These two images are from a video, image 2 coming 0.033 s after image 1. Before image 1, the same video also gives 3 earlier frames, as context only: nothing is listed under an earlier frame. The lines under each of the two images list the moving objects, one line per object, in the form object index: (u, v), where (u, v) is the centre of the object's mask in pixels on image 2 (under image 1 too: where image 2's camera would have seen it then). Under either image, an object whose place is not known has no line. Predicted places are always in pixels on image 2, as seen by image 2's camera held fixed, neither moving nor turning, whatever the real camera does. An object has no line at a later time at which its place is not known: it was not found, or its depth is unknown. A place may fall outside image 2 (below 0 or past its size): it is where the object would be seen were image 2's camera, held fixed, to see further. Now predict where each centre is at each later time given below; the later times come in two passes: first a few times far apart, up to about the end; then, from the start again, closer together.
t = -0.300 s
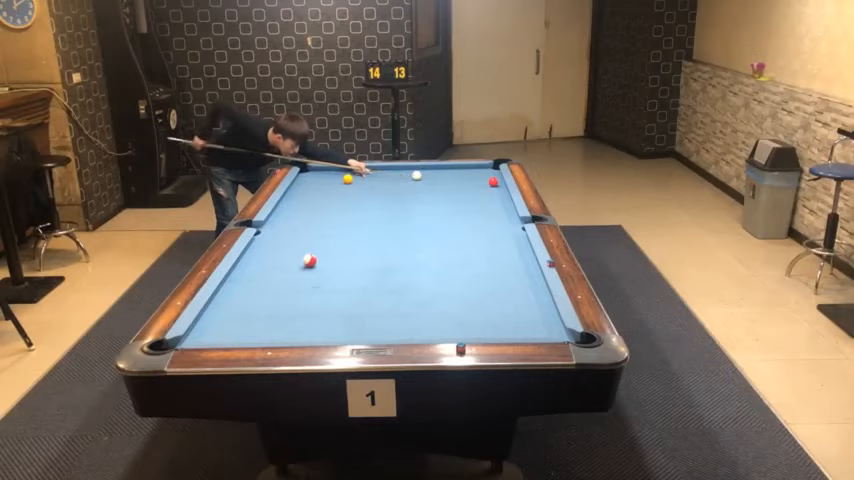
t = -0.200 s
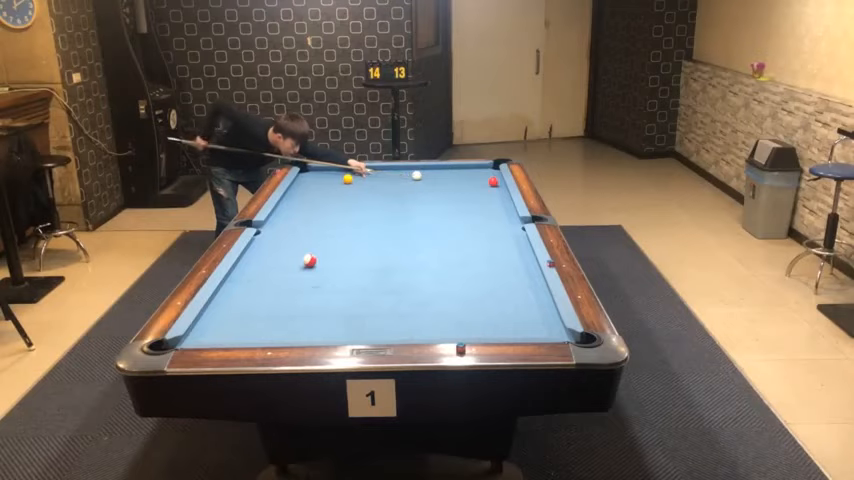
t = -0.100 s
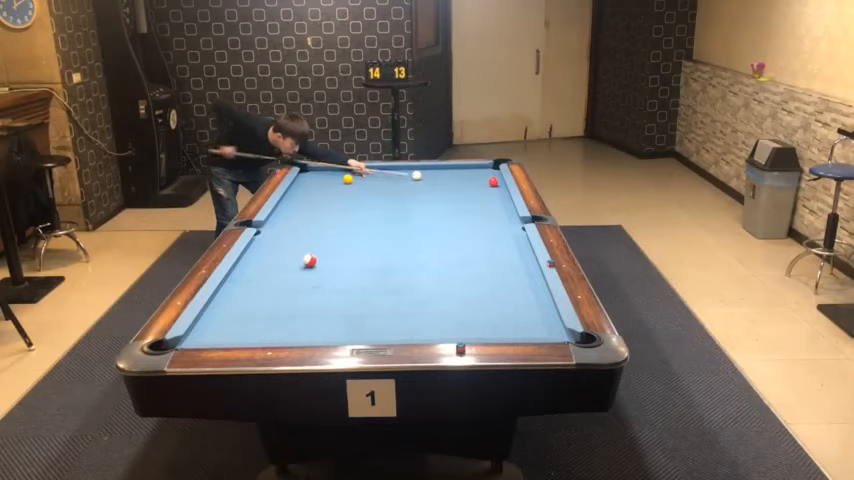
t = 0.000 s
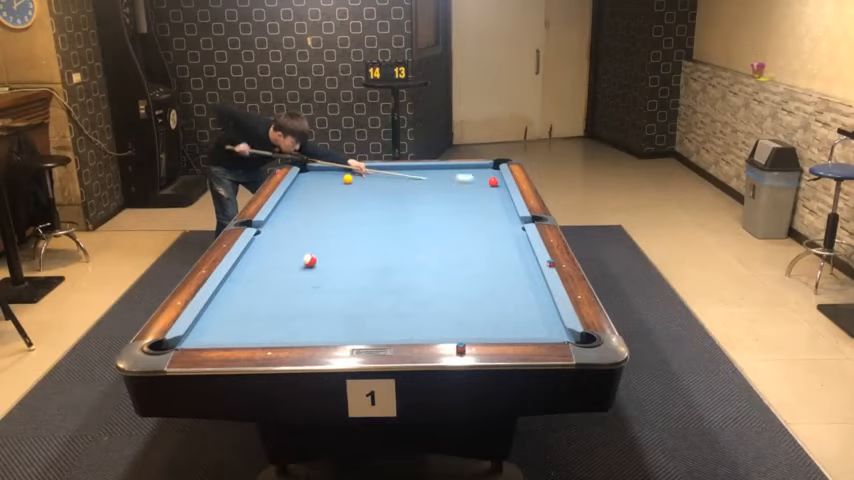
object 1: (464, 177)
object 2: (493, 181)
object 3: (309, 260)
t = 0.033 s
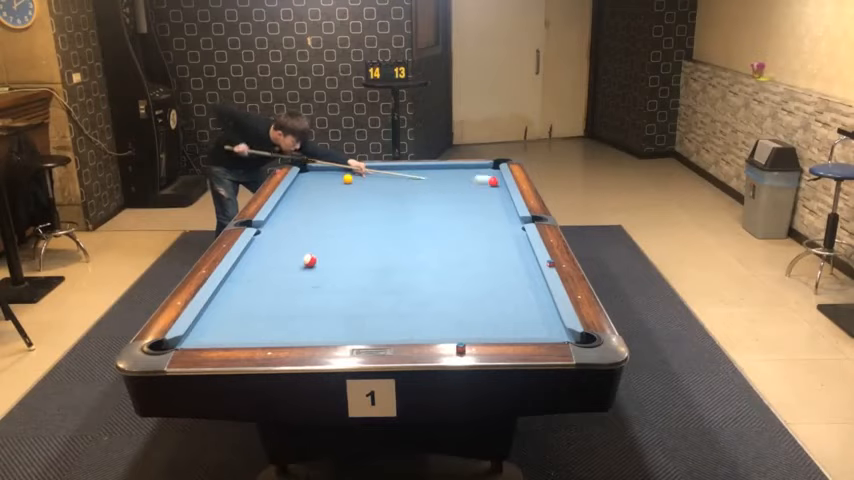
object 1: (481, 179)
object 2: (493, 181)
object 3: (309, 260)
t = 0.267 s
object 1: (468, 171)
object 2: (483, 193)
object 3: (309, 260)
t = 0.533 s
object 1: (431, 167)
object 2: (459, 204)
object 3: (309, 260)
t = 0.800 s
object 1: (395, 173)
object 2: (434, 217)
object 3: (309, 260)
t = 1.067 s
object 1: (359, 178)
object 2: (406, 230)
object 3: (309, 260)
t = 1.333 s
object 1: (337, 186)
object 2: (376, 243)
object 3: (309, 260)
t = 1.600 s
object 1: (314, 194)
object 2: (343, 259)
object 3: (309, 260)
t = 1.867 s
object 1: (290, 202)
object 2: (306, 277)
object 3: (309, 260)
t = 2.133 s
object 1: (282, 210)
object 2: (266, 295)
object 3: (309, 260)
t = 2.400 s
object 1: (289, 218)
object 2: (222, 316)
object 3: (309, 260)
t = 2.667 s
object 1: (296, 227)
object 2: (201, 333)
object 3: (309, 260)
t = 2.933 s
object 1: (302, 235)
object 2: (211, 337)
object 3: (309, 261)
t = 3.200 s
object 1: (308, 243)
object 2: (222, 332)
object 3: (309, 261)
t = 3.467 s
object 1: (315, 251)
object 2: (232, 326)
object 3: (309, 261)
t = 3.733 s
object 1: (327, 260)
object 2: (240, 320)
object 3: (306, 262)
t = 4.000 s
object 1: (342, 265)
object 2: (248, 315)
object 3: (300, 264)
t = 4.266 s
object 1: (357, 270)
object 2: (255, 310)
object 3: (295, 266)
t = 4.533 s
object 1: (371, 275)
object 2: (261, 306)
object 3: (292, 268)
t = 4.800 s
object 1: (385, 280)
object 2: (267, 303)
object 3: (289, 269)
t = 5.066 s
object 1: (398, 285)
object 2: (271, 301)
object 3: (288, 271)
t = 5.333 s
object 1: (411, 290)
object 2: (274, 299)
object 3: (287, 271)
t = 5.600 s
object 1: (423, 294)
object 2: (277, 298)
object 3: (287, 271)
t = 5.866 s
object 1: (434, 298)
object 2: (279, 297)
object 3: (287, 271)
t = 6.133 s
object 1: (445, 302)
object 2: (280, 297)
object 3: (287, 271)
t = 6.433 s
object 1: (456, 306)
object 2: (280, 297)
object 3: (287, 271)
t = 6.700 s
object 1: (465, 309)
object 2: (280, 297)
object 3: (287, 271)
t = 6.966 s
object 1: (473, 311)
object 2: (280, 297)
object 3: (287, 271)
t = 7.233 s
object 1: (480, 314)
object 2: (280, 297)
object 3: (287, 271)
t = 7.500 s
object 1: (486, 316)
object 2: (280, 297)
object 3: (287, 271)
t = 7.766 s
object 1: (490, 317)
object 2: (280, 297)
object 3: (287, 271)
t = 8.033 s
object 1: (493, 318)
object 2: (280, 297)
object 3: (287, 271)
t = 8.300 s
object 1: (495, 319)
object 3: (287, 271)
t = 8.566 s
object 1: (496, 319)
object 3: (287, 271)
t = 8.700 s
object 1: (496, 319)
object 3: (287, 271)
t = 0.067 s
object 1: (494, 177)
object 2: (499, 184)
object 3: (309, 260)
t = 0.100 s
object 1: (495, 176)
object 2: (500, 185)
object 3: (309, 260)
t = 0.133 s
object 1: (489, 175)
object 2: (495, 186)
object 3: (309, 260)
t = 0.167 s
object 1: (484, 174)
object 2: (492, 188)
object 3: (309, 260)
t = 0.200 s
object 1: (479, 173)
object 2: (489, 190)
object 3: (309, 260)
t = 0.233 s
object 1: (473, 172)
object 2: (486, 192)
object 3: (309, 260)
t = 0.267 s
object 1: (468, 171)
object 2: (483, 193)
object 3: (309, 260)
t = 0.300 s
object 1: (463, 170)
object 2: (480, 195)
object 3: (309, 260)
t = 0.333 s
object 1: (458, 169)
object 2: (477, 196)
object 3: (309, 260)
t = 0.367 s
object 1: (453, 168)
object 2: (474, 198)
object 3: (309, 260)
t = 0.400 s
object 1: (448, 167)
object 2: (471, 199)
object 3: (309, 260)
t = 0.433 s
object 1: (443, 166)
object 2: (469, 200)
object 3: (309, 260)
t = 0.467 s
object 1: (439, 166)
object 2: (465, 202)
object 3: (309, 260)
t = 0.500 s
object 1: (435, 167)
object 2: (463, 203)
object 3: (309, 260)
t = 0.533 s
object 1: (431, 167)
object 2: (459, 204)
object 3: (309, 260)
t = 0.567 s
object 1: (426, 168)
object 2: (457, 206)
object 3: (309, 260)
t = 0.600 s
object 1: (422, 169)
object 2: (453, 207)
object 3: (309, 260)
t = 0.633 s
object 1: (417, 169)
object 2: (450, 209)
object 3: (309, 260)
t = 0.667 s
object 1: (413, 170)
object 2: (447, 210)
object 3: (309, 260)
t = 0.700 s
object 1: (409, 171)
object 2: (443, 212)
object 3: (309, 260)
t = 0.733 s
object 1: (404, 172)
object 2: (440, 213)
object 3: (309, 260)
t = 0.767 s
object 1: (400, 172)
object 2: (437, 215)
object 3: (309, 260)
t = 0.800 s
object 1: (395, 173)
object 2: (434, 217)
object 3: (309, 260)
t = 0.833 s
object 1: (391, 173)
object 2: (430, 218)
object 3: (309, 260)
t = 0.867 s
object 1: (387, 174)
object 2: (427, 220)
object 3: (309, 260)
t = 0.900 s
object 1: (382, 175)
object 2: (424, 222)
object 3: (309, 260)
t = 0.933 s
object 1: (377, 175)
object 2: (420, 223)
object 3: (309, 260)
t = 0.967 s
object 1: (373, 176)
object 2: (417, 225)
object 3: (309, 260)
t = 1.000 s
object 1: (368, 177)
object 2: (413, 226)
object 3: (309, 260)
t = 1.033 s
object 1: (364, 178)
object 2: (410, 228)
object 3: (309, 260)
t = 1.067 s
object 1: (359, 178)
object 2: (406, 230)
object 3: (309, 260)
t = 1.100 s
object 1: (356, 179)
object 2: (403, 231)
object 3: (309, 260)
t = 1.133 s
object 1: (354, 180)
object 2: (399, 233)
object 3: (309, 260)
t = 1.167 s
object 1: (350, 181)
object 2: (395, 234)
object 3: (309, 260)
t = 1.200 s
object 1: (348, 182)
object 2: (391, 236)
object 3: (309, 260)
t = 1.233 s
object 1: (345, 183)
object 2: (388, 238)
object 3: (309, 260)
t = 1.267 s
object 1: (342, 184)
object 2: (384, 240)
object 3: (309, 260)
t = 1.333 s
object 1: (337, 186)
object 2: (376, 243)
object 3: (309, 260)
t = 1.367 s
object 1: (334, 187)
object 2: (372, 245)
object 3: (309, 260)
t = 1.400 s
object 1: (331, 188)
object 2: (368, 247)
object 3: (309, 260)
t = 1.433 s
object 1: (328, 189)
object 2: (364, 249)
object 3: (309, 260)
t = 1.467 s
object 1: (326, 190)
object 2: (360, 251)
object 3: (309, 260)
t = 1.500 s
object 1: (322, 191)
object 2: (356, 253)
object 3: (309, 260)
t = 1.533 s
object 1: (320, 192)
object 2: (352, 255)
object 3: (309, 260)
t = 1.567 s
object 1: (317, 193)
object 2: (347, 257)
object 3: (309, 260)
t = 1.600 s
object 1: (314, 194)
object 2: (343, 259)
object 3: (309, 260)
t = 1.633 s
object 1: (311, 195)
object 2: (339, 261)
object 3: (309, 260)
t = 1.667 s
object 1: (308, 196)
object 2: (334, 263)
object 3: (309, 260)
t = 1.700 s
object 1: (305, 197)
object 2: (330, 266)
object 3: (309, 260)
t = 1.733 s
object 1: (302, 198)
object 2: (326, 267)
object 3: (309, 260)
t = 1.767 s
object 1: (299, 199)
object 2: (321, 270)
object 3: (309, 260)
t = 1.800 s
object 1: (296, 200)
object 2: (316, 272)
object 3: (309, 260)
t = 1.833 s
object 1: (293, 201)
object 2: (312, 274)
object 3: (309, 260)
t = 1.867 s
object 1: (290, 202)
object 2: (306, 277)
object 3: (309, 260)
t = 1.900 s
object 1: (287, 204)
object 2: (301, 279)
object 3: (309, 260)
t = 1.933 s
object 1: (284, 205)
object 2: (297, 281)
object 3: (309, 260)
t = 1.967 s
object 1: (281, 206)
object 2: (292, 283)
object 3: (309, 260)
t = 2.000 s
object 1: (280, 207)
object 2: (287, 286)
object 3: (309, 260)
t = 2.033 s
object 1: (280, 208)
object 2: (282, 288)
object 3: (309, 260)
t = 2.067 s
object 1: (281, 209)
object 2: (277, 290)
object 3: (309, 260)
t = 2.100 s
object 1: (282, 209)
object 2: (272, 292)
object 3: (309, 260)
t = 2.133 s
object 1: (282, 210)
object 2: (266, 295)
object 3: (309, 260)
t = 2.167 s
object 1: (284, 212)
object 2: (261, 297)
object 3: (309, 260)
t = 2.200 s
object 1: (284, 212)
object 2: (256, 300)
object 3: (309, 260)
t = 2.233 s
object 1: (285, 213)
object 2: (250, 302)
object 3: (309, 260)
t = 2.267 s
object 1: (286, 214)
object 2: (245, 305)
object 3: (309, 260)
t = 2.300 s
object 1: (287, 216)
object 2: (239, 308)
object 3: (309, 260)
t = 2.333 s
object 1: (287, 217)
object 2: (233, 310)
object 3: (309, 260)
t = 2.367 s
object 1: (288, 217)
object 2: (228, 313)
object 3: (309, 260)
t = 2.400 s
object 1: (289, 218)
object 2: (222, 316)
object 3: (309, 260)
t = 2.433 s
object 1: (290, 219)
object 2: (216, 319)
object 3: (309, 260)
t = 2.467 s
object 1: (291, 220)
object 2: (210, 321)
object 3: (309, 260)
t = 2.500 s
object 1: (291, 221)
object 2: (204, 324)
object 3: (309, 260)
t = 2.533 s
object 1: (292, 222)
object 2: (199, 327)
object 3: (309, 260)
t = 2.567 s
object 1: (293, 223)
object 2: (199, 328)
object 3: (309, 260)
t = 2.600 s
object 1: (294, 225)
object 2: (199, 330)
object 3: (309, 260)
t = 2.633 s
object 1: (295, 226)
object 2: (200, 331)
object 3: (309, 260)
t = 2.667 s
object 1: (296, 227)
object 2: (201, 333)
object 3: (309, 260)
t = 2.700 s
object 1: (296, 228)
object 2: (202, 333)
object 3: (309, 260)
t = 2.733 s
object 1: (297, 229)
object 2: (203, 334)
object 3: (309, 260)
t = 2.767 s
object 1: (298, 230)
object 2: (204, 335)
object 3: (309, 260)
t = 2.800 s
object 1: (299, 231)
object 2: (206, 336)
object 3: (309, 260)
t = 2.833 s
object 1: (300, 232)
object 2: (207, 337)
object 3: (309, 260)
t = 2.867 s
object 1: (300, 233)
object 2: (208, 337)
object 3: (309, 261)
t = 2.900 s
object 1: (301, 234)
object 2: (209, 337)
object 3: (309, 261)
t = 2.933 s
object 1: (302, 235)
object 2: (211, 337)
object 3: (309, 261)
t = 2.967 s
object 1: (303, 236)
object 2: (212, 336)
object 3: (309, 260)
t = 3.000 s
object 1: (304, 237)
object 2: (214, 336)
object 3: (309, 261)
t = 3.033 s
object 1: (305, 238)
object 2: (215, 335)
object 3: (309, 261)
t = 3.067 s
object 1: (305, 239)
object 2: (216, 335)
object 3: (309, 261)
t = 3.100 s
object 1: (306, 240)
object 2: (218, 334)
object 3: (309, 261)
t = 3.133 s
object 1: (307, 241)
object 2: (219, 333)
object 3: (310, 261)
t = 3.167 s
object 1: (308, 243)
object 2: (220, 333)
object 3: (309, 261)
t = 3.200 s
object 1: (308, 243)
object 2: (222, 332)
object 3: (309, 261)
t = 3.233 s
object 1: (309, 244)
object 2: (223, 332)
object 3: (309, 261)
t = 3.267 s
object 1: (310, 246)
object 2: (224, 331)
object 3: (309, 261)
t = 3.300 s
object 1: (311, 246)
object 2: (226, 330)
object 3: (309, 261)
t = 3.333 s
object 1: (312, 247)
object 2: (227, 329)
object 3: (309, 261)
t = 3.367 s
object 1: (313, 249)
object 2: (228, 328)
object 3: (309, 261)
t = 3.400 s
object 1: (314, 249)
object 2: (229, 328)
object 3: (309, 261)
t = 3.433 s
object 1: (314, 250)
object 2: (230, 327)
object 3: (309, 261)
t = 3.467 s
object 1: (315, 251)
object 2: (232, 326)
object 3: (309, 261)
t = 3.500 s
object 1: (317, 252)
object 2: (233, 325)
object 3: (309, 261)
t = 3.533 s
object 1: (317, 253)
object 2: (234, 324)
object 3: (309, 261)
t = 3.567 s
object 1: (319, 255)
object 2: (235, 323)
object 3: (309, 261)
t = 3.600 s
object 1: (319, 256)
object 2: (236, 323)
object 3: (309, 261)
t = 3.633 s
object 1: (321, 257)
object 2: (237, 322)
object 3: (308, 261)
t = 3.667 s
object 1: (322, 258)
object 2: (239, 321)
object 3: (308, 262)
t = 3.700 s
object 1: (325, 259)
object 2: (240, 320)
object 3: (307, 262)
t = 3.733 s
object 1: (327, 260)
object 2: (240, 320)
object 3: (306, 262)
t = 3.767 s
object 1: (328, 260)
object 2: (242, 319)
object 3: (305, 263)
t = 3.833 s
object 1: (332, 262)
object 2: (244, 317)
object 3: (304, 263)
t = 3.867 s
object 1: (335, 262)
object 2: (245, 317)
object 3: (303, 263)
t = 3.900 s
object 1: (336, 263)
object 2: (246, 316)
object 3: (302, 264)
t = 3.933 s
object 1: (338, 264)
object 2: (247, 316)
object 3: (301, 264)
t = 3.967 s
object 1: (340, 264)
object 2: (247, 315)
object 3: (300, 264)
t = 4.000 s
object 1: (342, 265)
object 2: (248, 315)
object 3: (300, 264)
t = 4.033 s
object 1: (344, 265)
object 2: (249, 314)
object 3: (299, 265)
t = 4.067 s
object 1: (346, 266)
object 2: (250, 313)
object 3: (299, 265)
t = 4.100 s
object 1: (347, 267)
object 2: (251, 313)
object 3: (298, 265)
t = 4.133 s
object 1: (349, 267)
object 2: (252, 312)
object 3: (298, 265)
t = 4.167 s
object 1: (351, 268)
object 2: (253, 312)
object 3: (297, 266)
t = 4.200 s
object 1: (353, 269)
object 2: (254, 311)
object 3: (296, 266)
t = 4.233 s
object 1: (355, 269)
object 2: (254, 311)
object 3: (296, 266)
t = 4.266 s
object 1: (357, 270)
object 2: (255, 310)
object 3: (295, 266)
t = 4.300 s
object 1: (358, 271)
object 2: (256, 309)
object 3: (295, 267)
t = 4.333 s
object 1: (360, 271)
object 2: (257, 309)
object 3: (294, 267)
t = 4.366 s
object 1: (362, 272)
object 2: (258, 308)
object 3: (294, 267)
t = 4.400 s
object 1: (363, 273)
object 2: (258, 308)
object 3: (294, 268)
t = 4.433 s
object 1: (365, 273)
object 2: (259, 308)
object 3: (293, 268)
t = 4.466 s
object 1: (367, 274)
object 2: (260, 307)
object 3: (292, 268)
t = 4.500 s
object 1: (369, 274)
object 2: (261, 307)
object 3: (293, 268)
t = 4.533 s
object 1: (371, 275)
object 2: (261, 306)
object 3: (292, 268)
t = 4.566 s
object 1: (373, 276)
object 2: (262, 306)
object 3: (292, 268)
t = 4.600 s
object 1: (374, 276)
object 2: (263, 305)
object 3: (291, 268)
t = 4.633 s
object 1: (376, 277)
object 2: (263, 305)
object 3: (291, 269)
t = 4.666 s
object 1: (378, 278)
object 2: (264, 305)
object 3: (291, 269)
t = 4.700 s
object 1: (379, 278)
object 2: (265, 305)
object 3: (290, 269)
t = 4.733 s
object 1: (381, 279)
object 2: (265, 304)
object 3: (290, 269)
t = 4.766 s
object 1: (383, 280)
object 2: (266, 303)
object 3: (290, 269)
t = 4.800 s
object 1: (385, 280)
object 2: (267, 303)
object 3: (289, 269)
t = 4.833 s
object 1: (386, 280)
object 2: (267, 303)
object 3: (289, 270)
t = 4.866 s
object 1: (388, 281)
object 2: (268, 303)
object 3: (289, 270)
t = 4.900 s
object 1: (390, 282)
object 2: (269, 302)
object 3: (288, 270)
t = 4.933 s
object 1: (391, 282)
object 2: (269, 302)
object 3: (288, 270)
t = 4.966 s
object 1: (393, 283)
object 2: (270, 302)
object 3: (288, 270)
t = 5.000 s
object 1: (395, 284)
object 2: (270, 301)
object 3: (288, 270)
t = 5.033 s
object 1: (396, 284)
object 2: (271, 301)
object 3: (288, 271)
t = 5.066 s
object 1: (398, 285)
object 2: (271, 301)
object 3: (288, 271)
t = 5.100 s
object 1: (400, 286)
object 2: (272, 301)
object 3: (288, 271)
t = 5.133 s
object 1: (401, 286)
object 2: (272, 300)
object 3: (288, 271)
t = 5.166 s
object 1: (403, 287)
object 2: (273, 300)
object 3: (287, 271)
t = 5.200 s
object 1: (404, 287)
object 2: (273, 300)
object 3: (287, 271)
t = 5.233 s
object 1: (406, 288)
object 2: (273, 300)
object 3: (287, 271)
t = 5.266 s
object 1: (407, 288)
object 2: (274, 299)
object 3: (287, 271)
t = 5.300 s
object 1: (409, 289)
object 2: (274, 299)
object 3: (287, 271)
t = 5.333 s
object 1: (411, 290)
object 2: (274, 299)
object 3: (287, 271)
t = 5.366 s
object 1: (413, 290)
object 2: (275, 299)
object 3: (287, 271)
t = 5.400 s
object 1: (414, 291)
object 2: (275, 299)
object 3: (287, 271)
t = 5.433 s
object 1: (415, 291)
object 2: (275, 299)
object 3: (287, 271)
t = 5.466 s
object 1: (417, 292)
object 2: (275, 299)
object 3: (287, 271)
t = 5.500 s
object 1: (419, 292)
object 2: (276, 299)
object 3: (287, 271)
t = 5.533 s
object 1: (420, 293)
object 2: (277, 298)
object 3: (286, 271)
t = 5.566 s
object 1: (422, 293)
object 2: (277, 298)
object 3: (287, 271)
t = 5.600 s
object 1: (423, 294)
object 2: (277, 298)
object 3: (287, 271)
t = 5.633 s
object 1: (425, 294)
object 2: (277, 298)
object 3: (287, 271)
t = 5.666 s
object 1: (426, 295)
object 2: (277, 298)
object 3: (287, 271)
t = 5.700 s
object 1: (427, 296)
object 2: (278, 298)
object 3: (287, 271)
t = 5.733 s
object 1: (429, 296)
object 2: (278, 298)
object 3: (287, 271)
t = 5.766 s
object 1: (430, 296)
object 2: (278, 298)
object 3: (287, 271)
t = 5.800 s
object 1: (431, 297)
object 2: (278, 298)
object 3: (287, 271)
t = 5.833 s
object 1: (433, 297)
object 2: (279, 297)
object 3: (287, 271)
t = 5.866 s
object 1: (434, 298)
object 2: (279, 297)
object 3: (287, 271)
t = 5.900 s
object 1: (436, 298)
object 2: (279, 297)
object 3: (287, 271)
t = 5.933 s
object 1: (437, 299)
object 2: (279, 297)
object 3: (287, 271)
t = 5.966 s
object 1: (438, 299)
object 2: (279, 297)
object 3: (287, 271)
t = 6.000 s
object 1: (440, 300)
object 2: (279, 297)
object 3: (287, 271)
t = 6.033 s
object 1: (441, 301)
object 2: (279, 297)
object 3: (287, 271)
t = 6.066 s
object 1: (442, 301)
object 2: (279, 297)
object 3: (287, 271)
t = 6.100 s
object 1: (443, 301)
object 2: (280, 297)
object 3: (287, 271)
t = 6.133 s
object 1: (445, 302)
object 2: (280, 297)
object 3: (287, 271)
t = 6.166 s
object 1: (446, 302)
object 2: (280, 297)
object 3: (287, 271)
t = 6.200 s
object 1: (447, 303)
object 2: (280, 297)
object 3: (287, 271)
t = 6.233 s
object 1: (449, 303)
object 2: (280, 297)
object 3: (287, 271)
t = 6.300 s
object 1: (451, 304)
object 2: (280, 297)
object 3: (287, 271)
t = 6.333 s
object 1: (452, 304)
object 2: (280, 297)
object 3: (287, 271)
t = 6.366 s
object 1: (454, 305)
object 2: (280, 297)
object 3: (287, 271)
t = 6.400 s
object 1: (455, 305)
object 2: (280, 297)
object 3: (287, 271)
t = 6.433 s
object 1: (456, 306)
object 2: (280, 297)
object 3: (287, 271)
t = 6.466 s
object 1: (457, 306)
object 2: (280, 297)
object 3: (287, 271)
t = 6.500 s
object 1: (458, 306)
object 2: (280, 297)
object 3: (287, 271)
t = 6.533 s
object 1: (459, 307)
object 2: (280, 297)
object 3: (287, 271)
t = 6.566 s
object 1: (460, 307)
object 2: (280, 297)
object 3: (287, 271)
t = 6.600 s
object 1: (462, 308)
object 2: (280, 297)
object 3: (287, 271)
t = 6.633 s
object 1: (463, 308)
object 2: (280, 297)
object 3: (287, 271)
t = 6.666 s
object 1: (464, 308)
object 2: (280, 297)
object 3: (287, 271)
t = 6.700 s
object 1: (465, 309)
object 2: (280, 297)
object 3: (287, 271)
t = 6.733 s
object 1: (466, 309)
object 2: (280, 297)
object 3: (287, 271)
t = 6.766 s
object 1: (467, 310)
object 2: (280, 297)
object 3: (287, 271)
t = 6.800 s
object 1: (468, 310)
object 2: (280, 297)
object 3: (287, 271)
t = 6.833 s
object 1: (469, 310)
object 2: (280, 297)
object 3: (287, 271)
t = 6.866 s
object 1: (470, 311)
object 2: (280, 297)
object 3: (287, 271)
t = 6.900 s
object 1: (471, 311)
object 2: (280, 297)
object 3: (287, 271)
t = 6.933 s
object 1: (472, 311)
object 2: (280, 297)
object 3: (287, 271)
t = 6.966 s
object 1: (473, 311)
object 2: (280, 297)
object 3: (287, 271)
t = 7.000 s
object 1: (474, 312)
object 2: (280, 297)
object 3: (287, 271)
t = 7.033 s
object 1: (475, 312)
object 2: (280, 297)
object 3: (287, 271)
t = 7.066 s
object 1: (476, 312)
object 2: (280, 297)
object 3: (287, 271)
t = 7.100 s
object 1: (477, 313)
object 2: (280, 297)
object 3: (287, 271)
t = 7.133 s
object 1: (477, 313)
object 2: (280, 297)
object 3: (287, 271)
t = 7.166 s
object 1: (478, 313)
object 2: (280, 297)
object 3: (287, 271)
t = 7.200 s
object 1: (479, 313)
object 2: (280, 297)
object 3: (287, 271)
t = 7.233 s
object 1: (480, 314)
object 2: (280, 297)
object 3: (287, 271)
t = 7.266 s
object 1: (481, 314)
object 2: (280, 297)
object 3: (287, 271)
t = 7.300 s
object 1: (481, 314)
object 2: (280, 297)
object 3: (287, 271)
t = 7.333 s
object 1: (482, 314)
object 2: (280, 297)
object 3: (287, 271)
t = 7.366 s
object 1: (483, 314)
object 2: (280, 297)
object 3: (287, 271)
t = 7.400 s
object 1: (484, 315)
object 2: (280, 297)
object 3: (287, 271)
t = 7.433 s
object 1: (484, 315)
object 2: (280, 297)
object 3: (287, 271)
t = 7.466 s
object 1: (485, 315)
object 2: (280, 297)
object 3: (287, 271)
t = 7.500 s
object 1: (486, 316)
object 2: (280, 297)
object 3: (287, 271)
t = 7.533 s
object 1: (486, 316)
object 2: (280, 297)
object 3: (287, 271)
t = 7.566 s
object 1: (487, 316)
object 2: (280, 297)
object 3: (287, 271)
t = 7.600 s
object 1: (487, 316)
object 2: (280, 297)
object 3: (287, 271)
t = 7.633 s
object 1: (488, 316)
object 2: (280, 297)
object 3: (287, 271)
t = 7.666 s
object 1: (488, 316)
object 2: (280, 297)
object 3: (287, 271)
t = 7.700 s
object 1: (489, 317)
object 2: (280, 297)
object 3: (287, 271)
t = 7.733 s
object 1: (489, 317)
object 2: (280, 297)
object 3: (287, 271)
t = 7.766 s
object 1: (490, 317)
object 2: (280, 297)
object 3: (287, 271)
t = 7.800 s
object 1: (491, 317)
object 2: (280, 297)
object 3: (287, 271)
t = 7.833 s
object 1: (491, 317)
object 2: (280, 297)
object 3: (287, 271)
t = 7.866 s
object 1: (492, 318)
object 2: (280, 297)
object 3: (287, 271)
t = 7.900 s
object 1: (492, 318)
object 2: (280, 297)
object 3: (287, 271)
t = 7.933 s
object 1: (492, 318)
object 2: (280, 297)
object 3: (287, 271)
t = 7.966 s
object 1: (493, 318)
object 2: (280, 297)
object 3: (287, 271)
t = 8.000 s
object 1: (493, 318)
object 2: (280, 297)
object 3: (287, 271)
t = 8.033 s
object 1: (493, 318)
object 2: (280, 297)
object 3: (287, 271)
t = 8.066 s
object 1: (494, 318)
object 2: (280, 297)
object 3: (287, 271)
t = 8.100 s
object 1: (494, 319)
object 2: (280, 297)
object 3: (287, 271)
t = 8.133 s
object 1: (494, 319)
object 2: (280, 297)
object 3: (287, 271)
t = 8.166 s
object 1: (494, 319)
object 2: (280, 297)
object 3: (287, 271)
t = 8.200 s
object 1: (495, 319)
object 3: (287, 271)
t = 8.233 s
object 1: (495, 319)
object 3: (287, 271)
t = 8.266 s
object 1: (495, 319)
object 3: (287, 271)
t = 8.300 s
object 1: (495, 319)
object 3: (287, 271)
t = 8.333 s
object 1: (496, 319)
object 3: (287, 271)
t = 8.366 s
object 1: (496, 319)
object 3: (287, 271)
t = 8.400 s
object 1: (496, 319)
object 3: (287, 271)
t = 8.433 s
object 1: (496, 319)
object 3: (287, 271)
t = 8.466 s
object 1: (496, 319)
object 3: (287, 271)
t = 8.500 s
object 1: (496, 319)
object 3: (287, 271)
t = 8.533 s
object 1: (496, 319)
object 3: (287, 271)
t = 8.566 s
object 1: (496, 319)
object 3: (287, 271)
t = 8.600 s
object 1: (496, 319)
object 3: (287, 271)
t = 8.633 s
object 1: (496, 319)
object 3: (287, 271)
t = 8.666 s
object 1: (496, 319)
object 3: (287, 271)
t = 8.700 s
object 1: (496, 319)
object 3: (287, 271)
